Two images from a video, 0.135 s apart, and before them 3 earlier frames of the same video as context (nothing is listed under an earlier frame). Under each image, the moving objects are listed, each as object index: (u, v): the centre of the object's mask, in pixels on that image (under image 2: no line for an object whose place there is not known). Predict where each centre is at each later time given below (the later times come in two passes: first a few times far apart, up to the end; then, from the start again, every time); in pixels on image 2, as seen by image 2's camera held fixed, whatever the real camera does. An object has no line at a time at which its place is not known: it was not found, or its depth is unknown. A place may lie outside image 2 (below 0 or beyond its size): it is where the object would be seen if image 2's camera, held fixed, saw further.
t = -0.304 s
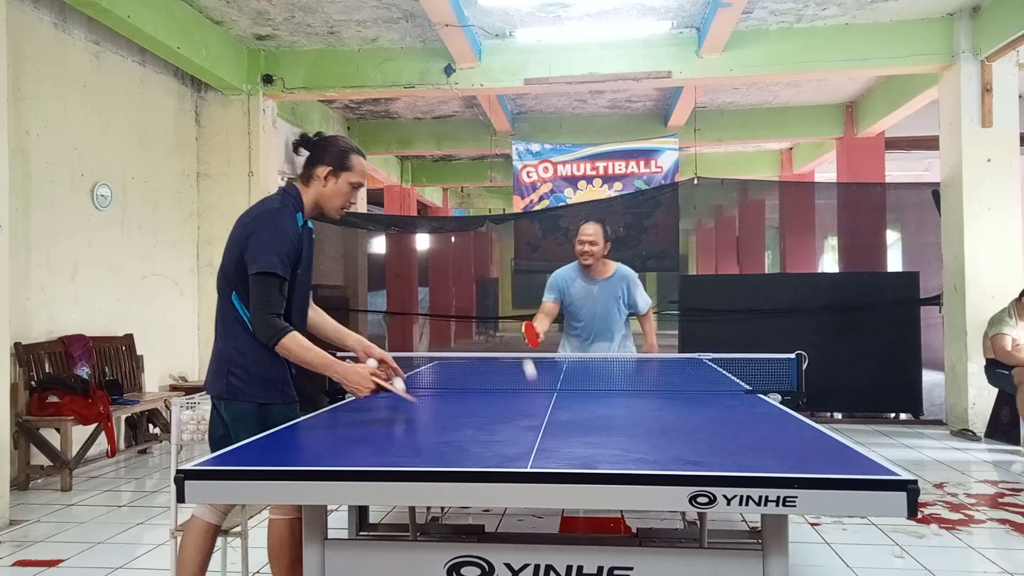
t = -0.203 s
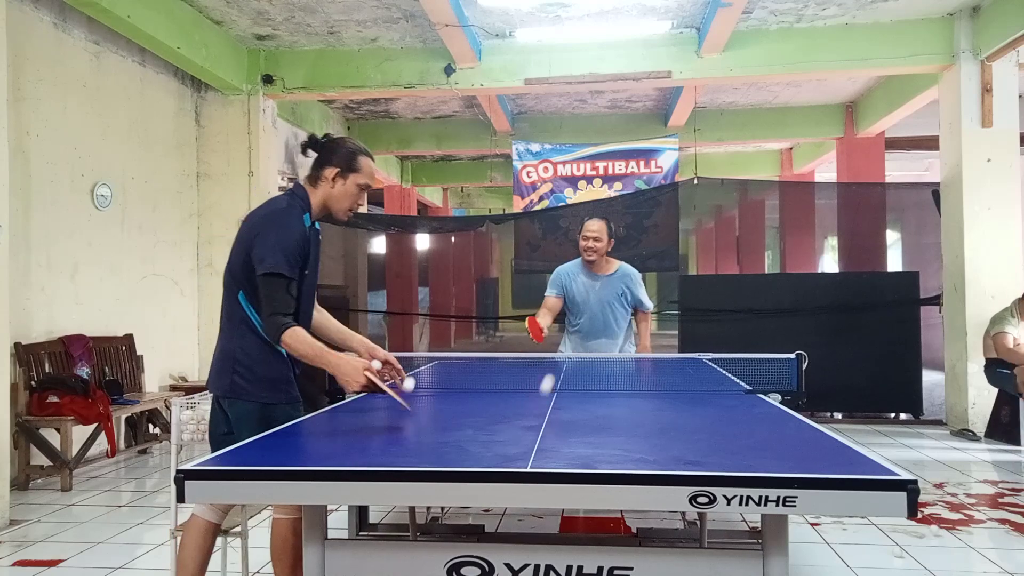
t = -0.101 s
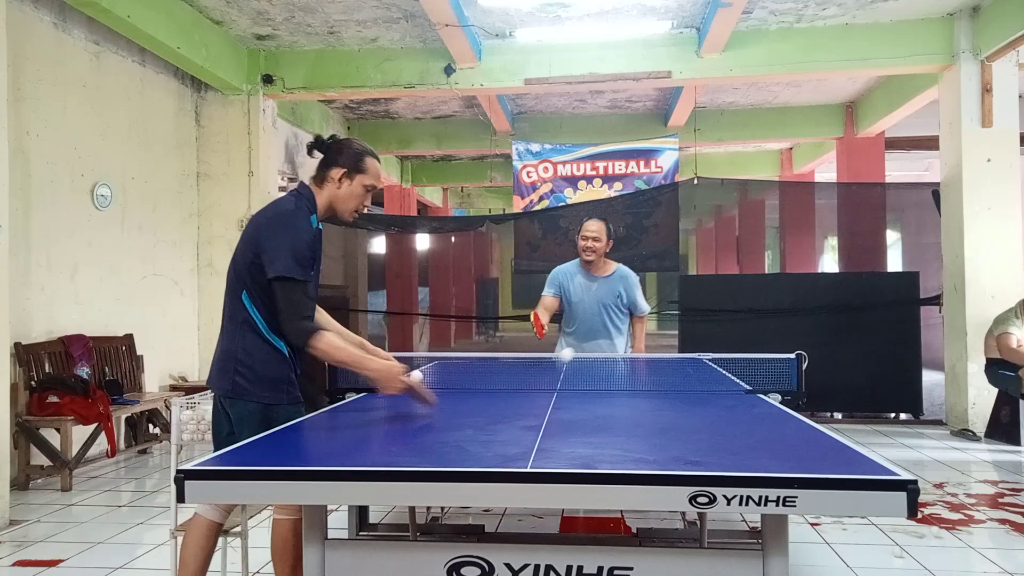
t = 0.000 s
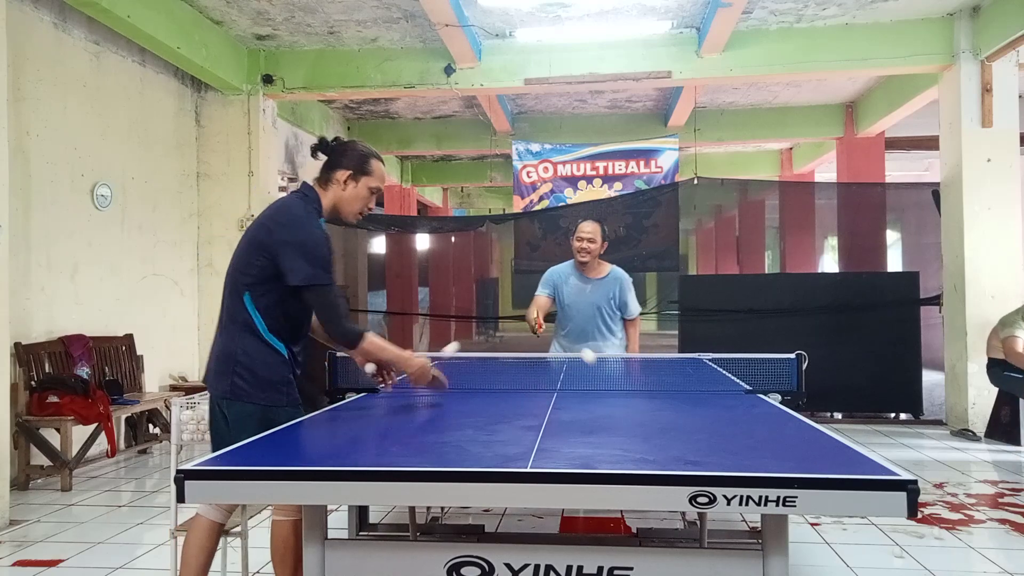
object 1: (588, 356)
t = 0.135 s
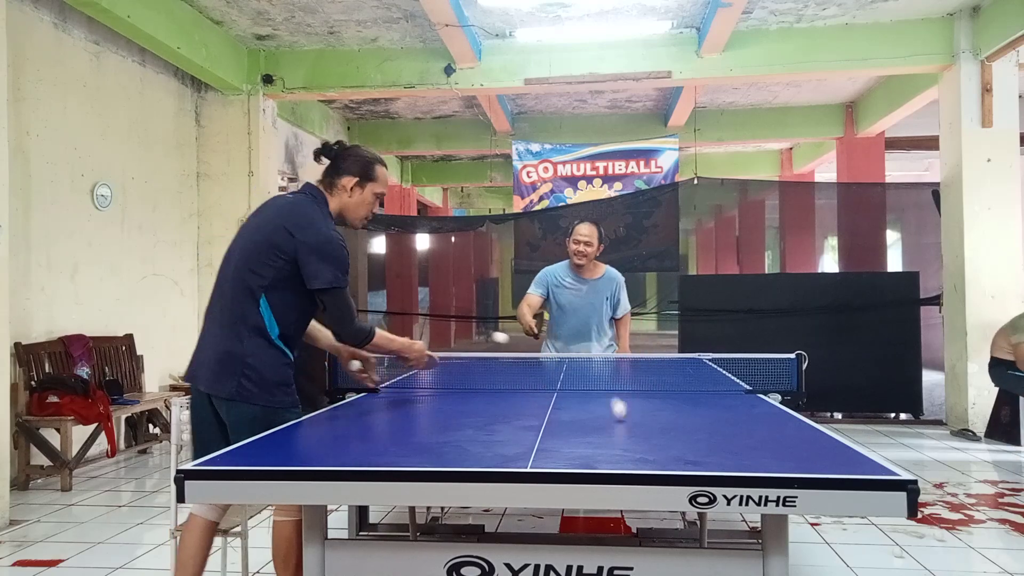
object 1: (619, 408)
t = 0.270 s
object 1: (647, 365)
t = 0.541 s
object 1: (709, 399)
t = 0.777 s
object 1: (765, 396)
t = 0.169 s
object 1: (626, 396)
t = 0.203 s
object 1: (633, 382)
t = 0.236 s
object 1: (640, 372)
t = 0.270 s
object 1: (647, 365)
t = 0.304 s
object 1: (654, 362)
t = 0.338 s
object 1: (662, 362)
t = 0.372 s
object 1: (669, 367)
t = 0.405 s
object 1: (677, 375)
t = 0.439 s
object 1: (685, 388)
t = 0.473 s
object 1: (693, 405)
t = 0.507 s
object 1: (701, 415)
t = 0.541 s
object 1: (709, 399)
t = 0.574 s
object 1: (717, 386)
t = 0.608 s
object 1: (724, 378)
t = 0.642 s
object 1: (732, 373)
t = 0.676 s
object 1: (740, 372)
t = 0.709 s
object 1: (749, 376)
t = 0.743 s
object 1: (757, 383)
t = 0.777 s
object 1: (765, 396)
